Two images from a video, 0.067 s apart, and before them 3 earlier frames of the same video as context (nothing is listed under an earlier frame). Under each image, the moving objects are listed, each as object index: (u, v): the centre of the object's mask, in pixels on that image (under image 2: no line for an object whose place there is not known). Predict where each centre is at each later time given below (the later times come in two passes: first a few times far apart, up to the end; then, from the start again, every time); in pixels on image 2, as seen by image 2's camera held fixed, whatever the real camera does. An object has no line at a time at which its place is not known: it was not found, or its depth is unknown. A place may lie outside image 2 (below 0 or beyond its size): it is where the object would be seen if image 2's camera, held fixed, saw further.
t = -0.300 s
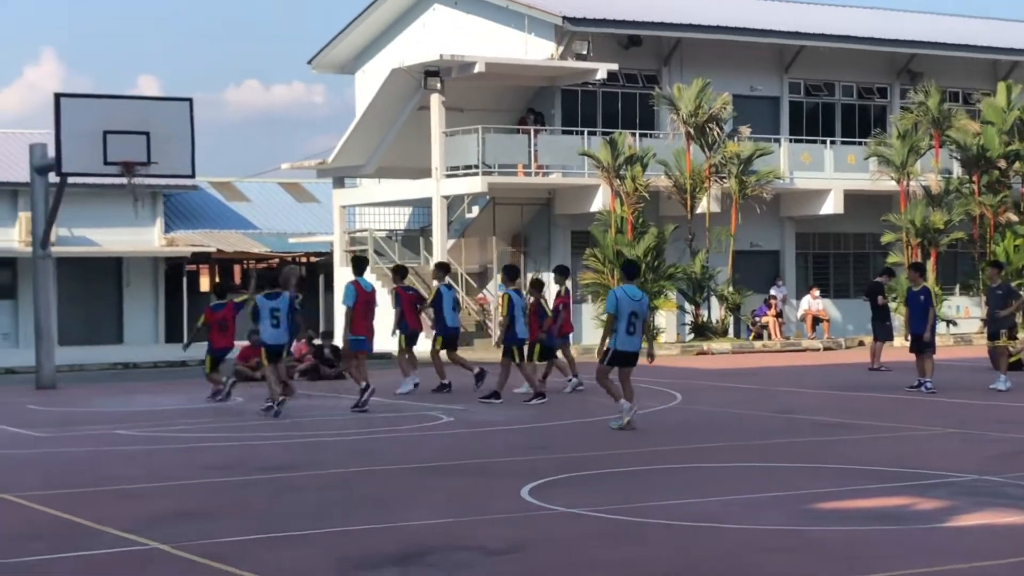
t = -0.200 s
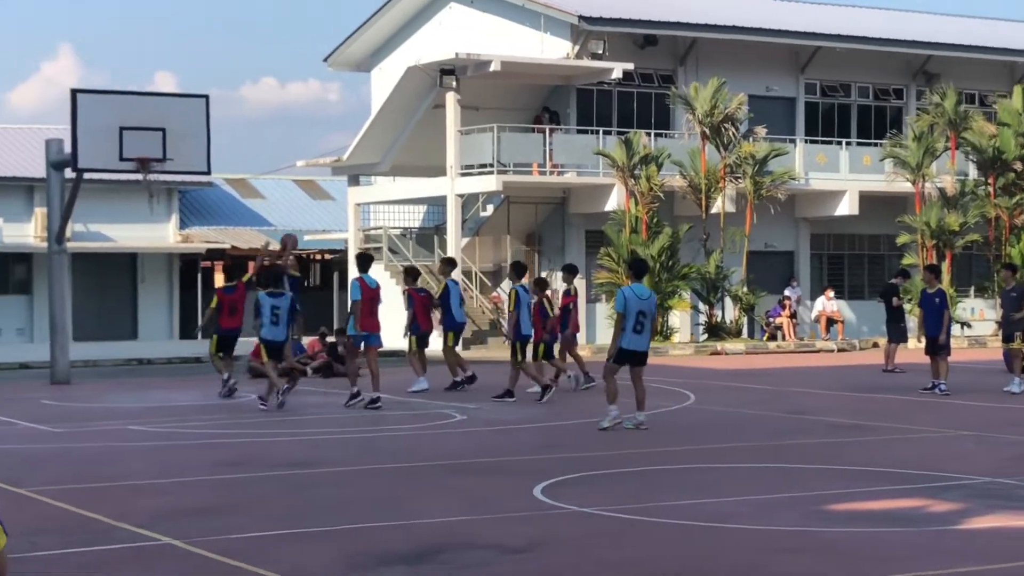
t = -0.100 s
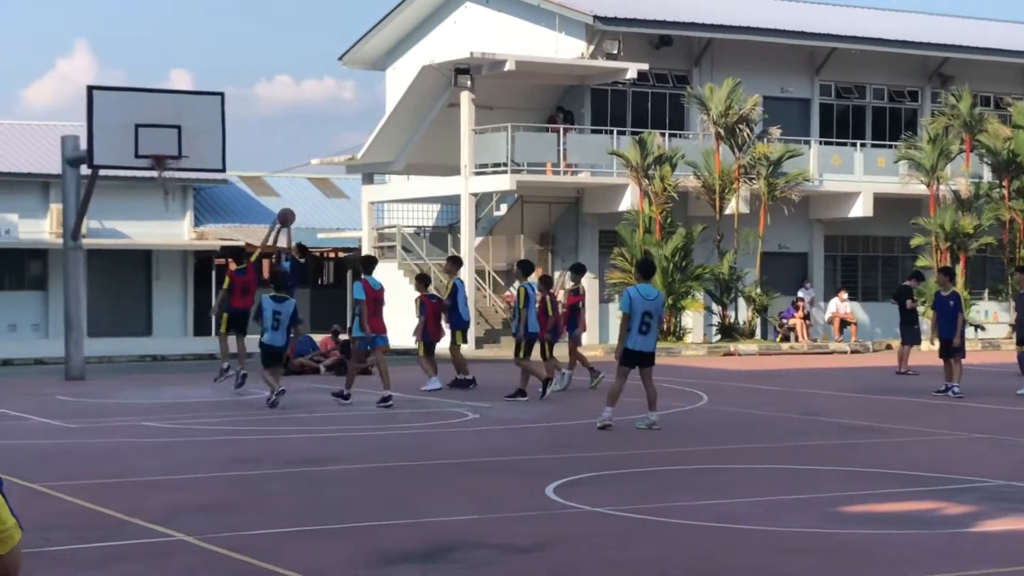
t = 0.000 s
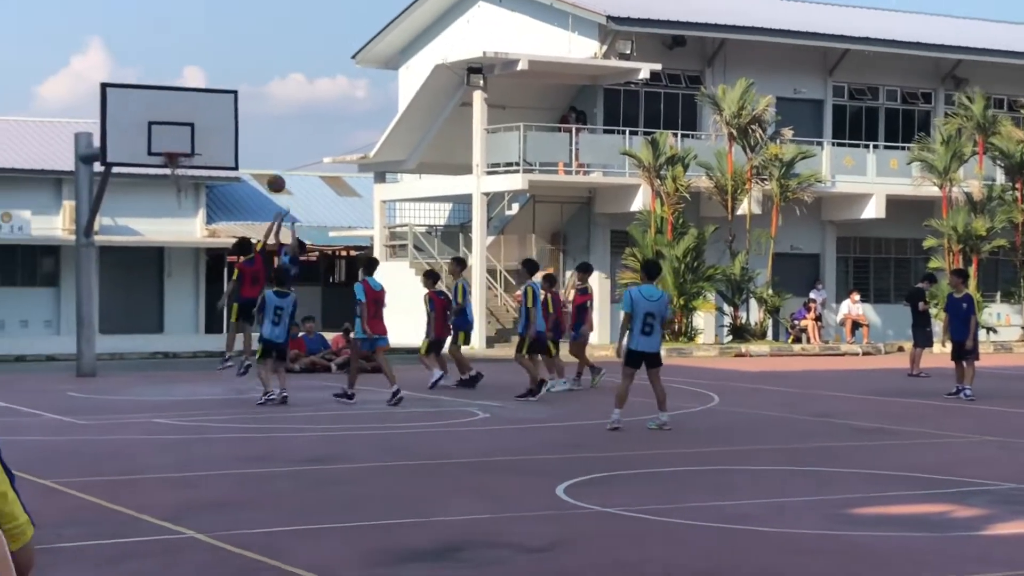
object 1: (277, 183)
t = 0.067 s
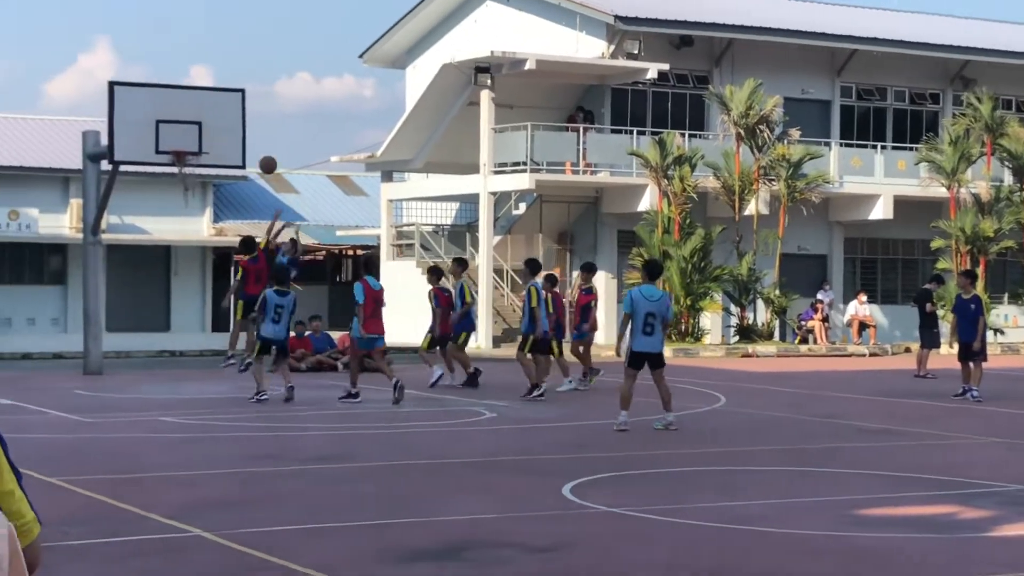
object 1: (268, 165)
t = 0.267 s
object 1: (233, 135)
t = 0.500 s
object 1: (212, 143)
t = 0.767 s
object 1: (218, 148)
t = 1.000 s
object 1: (225, 194)
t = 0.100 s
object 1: (260, 157)
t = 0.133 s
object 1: (253, 150)
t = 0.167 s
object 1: (245, 145)
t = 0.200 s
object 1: (239, 140)
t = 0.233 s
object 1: (236, 137)
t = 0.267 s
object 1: (233, 135)
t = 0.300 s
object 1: (230, 134)
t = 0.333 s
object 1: (227, 133)
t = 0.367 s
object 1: (224, 133)
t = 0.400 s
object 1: (221, 135)
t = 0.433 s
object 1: (218, 137)
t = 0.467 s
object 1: (215, 139)
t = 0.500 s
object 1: (212, 143)
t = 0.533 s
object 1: (212, 143)
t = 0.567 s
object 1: (213, 141)
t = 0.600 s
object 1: (213, 140)
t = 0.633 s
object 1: (214, 140)
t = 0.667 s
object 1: (216, 141)
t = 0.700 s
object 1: (216, 142)
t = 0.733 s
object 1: (217, 145)
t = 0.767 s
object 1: (218, 148)
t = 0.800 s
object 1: (219, 152)
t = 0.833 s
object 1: (220, 157)
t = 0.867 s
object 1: (221, 162)
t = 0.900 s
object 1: (222, 169)
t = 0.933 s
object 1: (223, 177)
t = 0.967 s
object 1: (224, 186)
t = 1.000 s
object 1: (225, 194)
